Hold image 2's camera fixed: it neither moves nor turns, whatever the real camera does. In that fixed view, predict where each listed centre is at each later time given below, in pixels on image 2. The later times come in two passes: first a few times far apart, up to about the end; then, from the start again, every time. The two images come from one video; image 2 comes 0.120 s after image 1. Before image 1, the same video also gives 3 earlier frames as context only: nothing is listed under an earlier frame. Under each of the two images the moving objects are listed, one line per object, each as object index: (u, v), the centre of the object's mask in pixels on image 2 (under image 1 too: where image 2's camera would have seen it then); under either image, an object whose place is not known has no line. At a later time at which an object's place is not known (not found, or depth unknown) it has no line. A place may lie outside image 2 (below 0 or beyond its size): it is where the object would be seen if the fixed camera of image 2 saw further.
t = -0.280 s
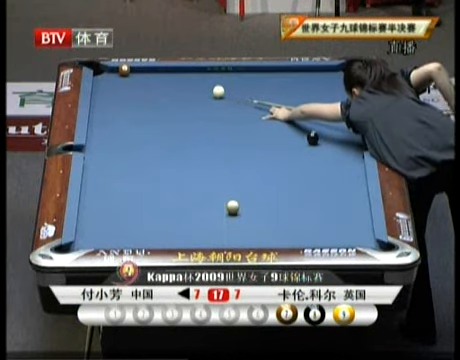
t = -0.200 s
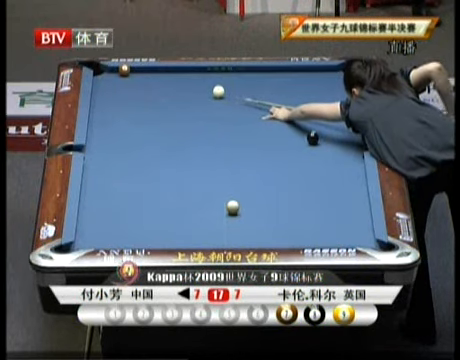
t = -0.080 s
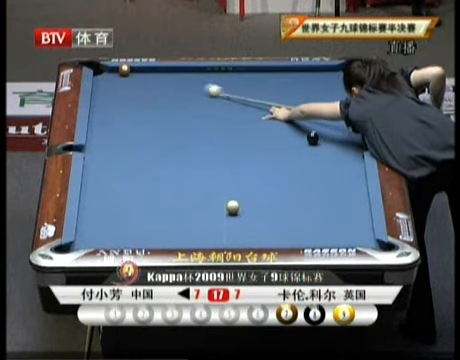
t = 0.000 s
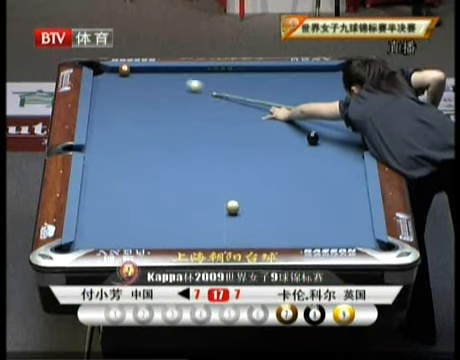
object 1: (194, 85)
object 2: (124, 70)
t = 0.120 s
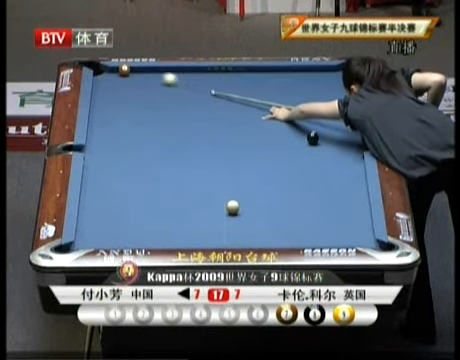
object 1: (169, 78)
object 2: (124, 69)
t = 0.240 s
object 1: (150, 74)
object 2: (124, 70)
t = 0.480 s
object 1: (137, 71)
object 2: (110, 70)
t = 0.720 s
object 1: (138, 73)
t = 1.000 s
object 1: (140, 76)
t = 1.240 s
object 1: (141, 78)
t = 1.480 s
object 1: (143, 80)
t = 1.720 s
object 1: (144, 82)
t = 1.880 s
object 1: (144, 82)
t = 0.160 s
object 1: (162, 77)
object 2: (124, 70)
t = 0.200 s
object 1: (155, 75)
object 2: (124, 70)
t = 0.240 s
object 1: (150, 74)
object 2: (124, 70)
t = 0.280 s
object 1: (144, 72)
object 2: (124, 69)
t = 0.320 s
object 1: (138, 71)
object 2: (124, 70)
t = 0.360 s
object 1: (136, 70)
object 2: (122, 70)
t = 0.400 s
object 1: (136, 69)
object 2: (117, 70)
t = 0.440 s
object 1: (137, 70)
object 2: (113, 70)
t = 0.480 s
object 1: (137, 71)
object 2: (110, 70)
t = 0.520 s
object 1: (138, 71)
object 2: (107, 70)
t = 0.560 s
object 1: (138, 71)
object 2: (104, 70)
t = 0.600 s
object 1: (138, 72)
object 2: (101, 69)
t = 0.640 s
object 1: (138, 72)
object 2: (98, 69)
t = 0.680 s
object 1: (138, 73)
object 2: (95, 69)
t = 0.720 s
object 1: (138, 73)
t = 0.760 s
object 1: (139, 74)
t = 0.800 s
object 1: (139, 74)
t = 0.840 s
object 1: (139, 74)
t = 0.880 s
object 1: (139, 75)
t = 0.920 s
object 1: (140, 75)
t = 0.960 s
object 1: (140, 76)
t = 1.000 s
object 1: (140, 76)
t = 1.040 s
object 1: (141, 77)
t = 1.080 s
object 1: (141, 77)
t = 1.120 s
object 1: (141, 77)
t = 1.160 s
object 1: (141, 78)
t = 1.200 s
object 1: (141, 78)
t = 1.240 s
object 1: (141, 78)
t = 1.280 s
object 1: (142, 78)
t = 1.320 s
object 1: (142, 79)
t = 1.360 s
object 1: (142, 79)
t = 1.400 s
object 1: (142, 79)
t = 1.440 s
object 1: (143, 80)
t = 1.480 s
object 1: (143, 80)
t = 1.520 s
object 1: (143, 81)
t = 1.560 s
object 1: (143, 81)
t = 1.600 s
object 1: (143, 81)
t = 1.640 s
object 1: (144, 81)
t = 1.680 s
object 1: (144, 82)
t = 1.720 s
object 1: (144, 82)
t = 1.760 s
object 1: (144, 82)
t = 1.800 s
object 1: (144, 82)
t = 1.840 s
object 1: (145, 83)
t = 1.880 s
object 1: (144, 82)
